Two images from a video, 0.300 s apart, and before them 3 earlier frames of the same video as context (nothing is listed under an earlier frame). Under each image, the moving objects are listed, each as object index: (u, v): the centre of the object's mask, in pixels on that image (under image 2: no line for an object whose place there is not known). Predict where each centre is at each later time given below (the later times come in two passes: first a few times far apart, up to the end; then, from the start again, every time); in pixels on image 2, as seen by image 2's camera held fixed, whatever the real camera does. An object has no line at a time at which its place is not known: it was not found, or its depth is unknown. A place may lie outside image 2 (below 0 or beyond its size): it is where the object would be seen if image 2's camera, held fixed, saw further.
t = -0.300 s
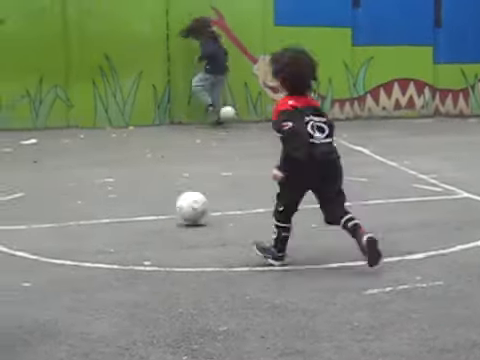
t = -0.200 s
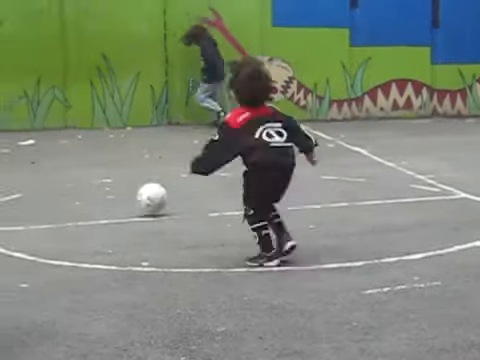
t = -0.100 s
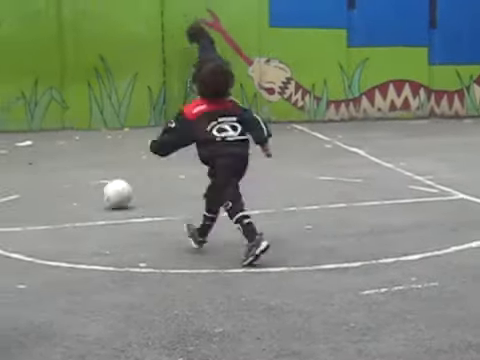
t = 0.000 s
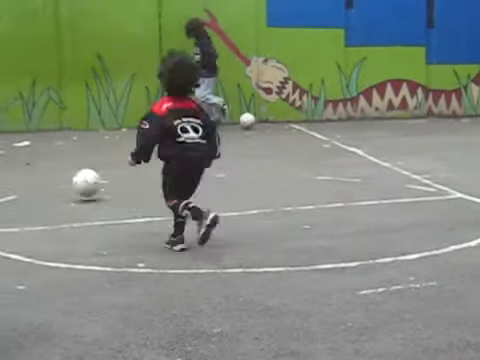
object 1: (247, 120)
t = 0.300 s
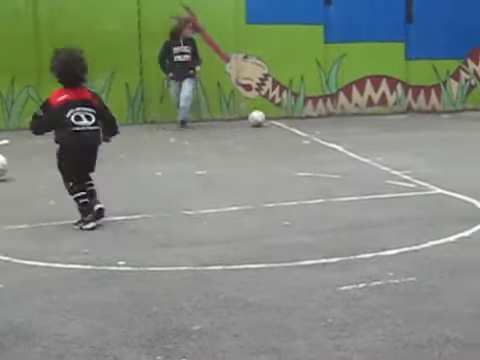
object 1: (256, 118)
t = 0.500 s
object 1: (276, 118)
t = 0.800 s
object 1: (305, 119)
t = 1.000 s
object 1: (324, 120)
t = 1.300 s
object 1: (354, 121)
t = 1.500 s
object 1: (373, 121)
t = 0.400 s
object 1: (266, 118)
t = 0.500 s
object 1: (276, 118)
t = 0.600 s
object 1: (286, 118)
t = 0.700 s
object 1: (295, 119)
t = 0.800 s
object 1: (305, 119)
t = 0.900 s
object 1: (315, 120)
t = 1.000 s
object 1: (324, 120)
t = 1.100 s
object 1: (334, 120)
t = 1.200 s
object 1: (344, 121)
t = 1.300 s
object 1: (354, 121)
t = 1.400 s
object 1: (363, 121)
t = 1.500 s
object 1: (373, 121)
